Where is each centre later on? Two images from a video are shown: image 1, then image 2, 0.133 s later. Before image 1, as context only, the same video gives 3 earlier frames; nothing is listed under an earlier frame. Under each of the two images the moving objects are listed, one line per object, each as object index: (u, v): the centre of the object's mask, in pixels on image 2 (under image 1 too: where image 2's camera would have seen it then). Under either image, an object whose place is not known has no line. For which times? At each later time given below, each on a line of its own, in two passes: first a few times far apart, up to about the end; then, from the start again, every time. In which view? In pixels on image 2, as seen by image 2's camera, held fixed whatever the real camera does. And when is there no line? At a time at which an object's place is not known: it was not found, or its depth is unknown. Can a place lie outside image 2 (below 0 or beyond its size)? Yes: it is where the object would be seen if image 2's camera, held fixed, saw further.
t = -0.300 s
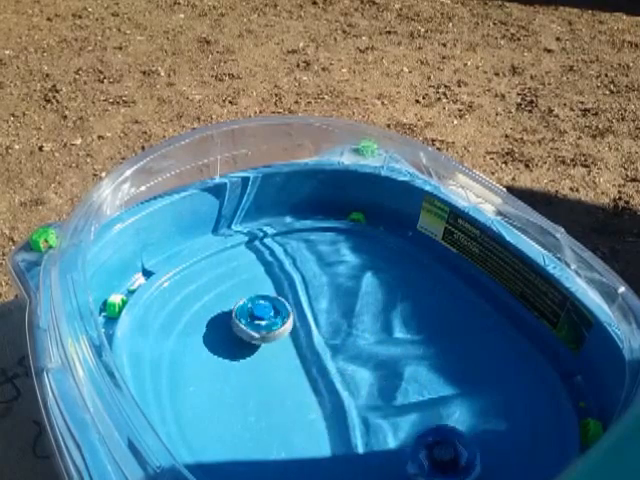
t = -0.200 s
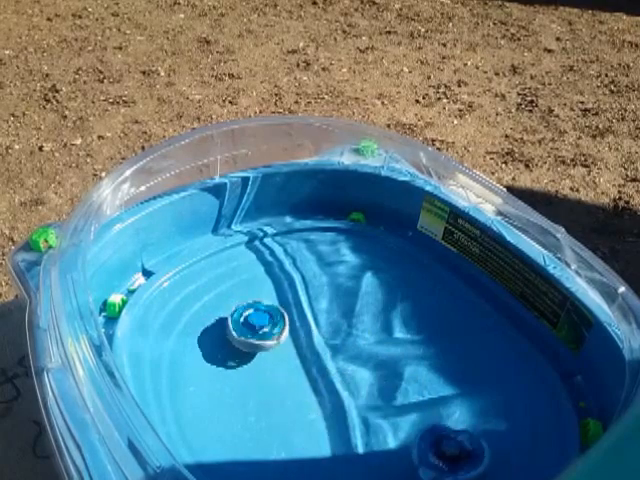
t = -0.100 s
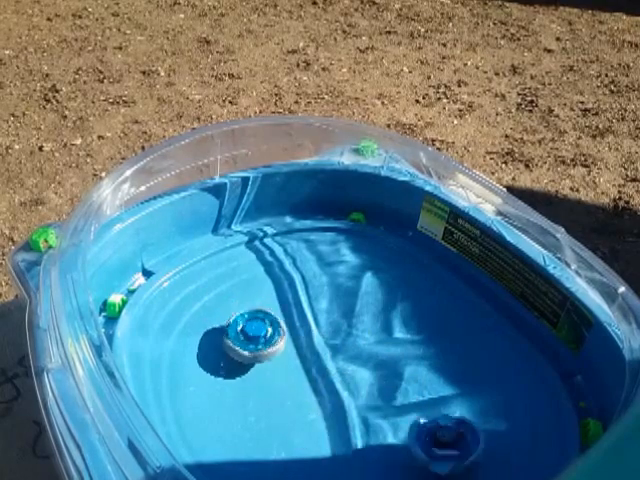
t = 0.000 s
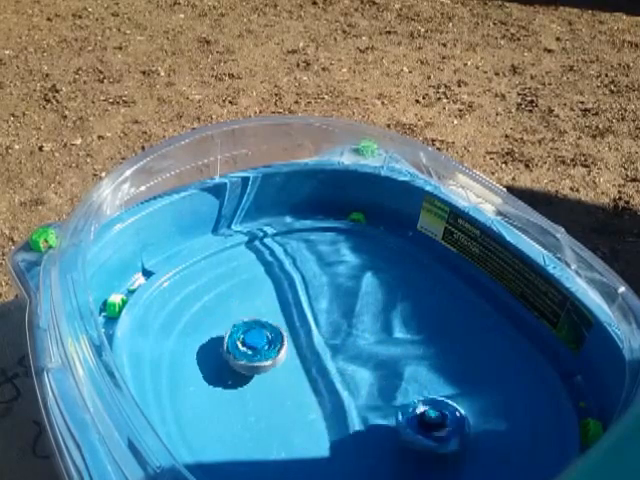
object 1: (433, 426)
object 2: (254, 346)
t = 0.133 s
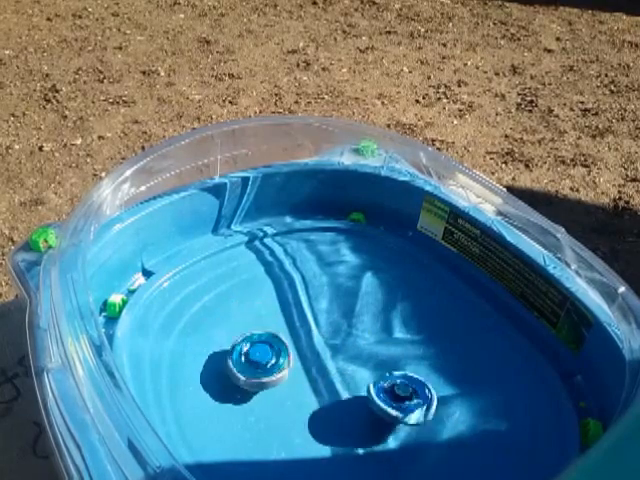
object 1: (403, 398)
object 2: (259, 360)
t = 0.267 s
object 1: (371, 372)
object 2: (267, 375)
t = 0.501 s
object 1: (324, 329)
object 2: (283, 399)
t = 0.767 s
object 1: (302, 311)
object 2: (302, 421)
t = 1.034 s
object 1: (314, 340)
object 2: (319, 436)
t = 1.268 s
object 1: (348, 383)
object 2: (333, 439)
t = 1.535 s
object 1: (399, 351)
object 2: (327, 461)
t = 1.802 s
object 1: (392, 371)
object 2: (343, 453)
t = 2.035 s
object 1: (364, 364)
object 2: (354, 450)
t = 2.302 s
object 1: (348, 324)
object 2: (379, 443)
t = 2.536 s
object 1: (350, 319)
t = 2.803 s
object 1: (342, 353)
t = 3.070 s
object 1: (315, 391)
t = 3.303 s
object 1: (286, 406)
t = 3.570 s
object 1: (294, 401)
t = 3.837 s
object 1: (341, 395)
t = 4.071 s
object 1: (355, 421)
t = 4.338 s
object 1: (365, 422)
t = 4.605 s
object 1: (366, 413)
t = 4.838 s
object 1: (370, 408)
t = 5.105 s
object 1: (371, 399)
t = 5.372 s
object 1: (372, 380)
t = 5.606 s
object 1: (373, 383)
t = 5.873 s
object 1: (357, 405)
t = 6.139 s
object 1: (352, 403)
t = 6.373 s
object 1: (357, 416)
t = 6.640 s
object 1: (362, 405)
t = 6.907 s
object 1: (381, 409)
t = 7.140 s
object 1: (377, 402)
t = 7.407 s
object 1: (360, 392)
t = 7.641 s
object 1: (358, 390)
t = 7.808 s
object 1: (374, 405)
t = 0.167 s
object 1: (393, 391)
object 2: (260, 364)
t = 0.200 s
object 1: (383, 384)
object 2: (262, 368)
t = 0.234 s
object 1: (377, 378)
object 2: (264, 372)
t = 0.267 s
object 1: (371, 372)
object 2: (267, 375)
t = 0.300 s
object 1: (361, 365)
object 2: (270, 378)
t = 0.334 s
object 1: (353, 358)
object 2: (272, 382)
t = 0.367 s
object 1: (348, 352)
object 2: (274, 385)
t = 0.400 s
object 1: (342, 347)
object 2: (276, 389)
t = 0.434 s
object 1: (335, 340)
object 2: (279, 392)
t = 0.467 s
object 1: (327, 334)
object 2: (281, 395)
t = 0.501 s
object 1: (324, 329)
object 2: (283, 399)
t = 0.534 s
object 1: (321, 325)
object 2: (286, 402)
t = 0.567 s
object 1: (315, 322)
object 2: (288, 405)
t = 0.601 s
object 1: (311, 318)
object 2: (291, 407)
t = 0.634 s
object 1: (309, 315)
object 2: (293, 410)
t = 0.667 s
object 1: (307, 314)
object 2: (295, 412)
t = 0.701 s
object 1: (305, 313)
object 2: (298, 415)
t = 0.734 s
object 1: (302, 311)
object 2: (300, 418)
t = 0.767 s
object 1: (302, 311)
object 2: (302, 421)
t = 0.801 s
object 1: (304, 313)
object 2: (304, 423)
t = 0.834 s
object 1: (303, 315)
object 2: (307, 424)
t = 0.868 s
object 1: (303, 318)
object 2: (309, 427)
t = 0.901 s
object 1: (304, 320)
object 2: (311, 428)
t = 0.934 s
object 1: (308, 325)
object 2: (312, 430)
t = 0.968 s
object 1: (310, 330)
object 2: (315, 433)
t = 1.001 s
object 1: (310, 335)
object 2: (317, 433)
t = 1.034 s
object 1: (314, 340)
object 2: (319, 436)
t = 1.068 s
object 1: (320, 347)
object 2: (321, 436)
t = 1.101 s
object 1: (323, 356)
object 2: (323, 437)
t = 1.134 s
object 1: (327, 362)
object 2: (326, 436)
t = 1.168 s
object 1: (331, 367)
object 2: (328, 436)
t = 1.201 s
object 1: (338, 375)
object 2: (332, 435)
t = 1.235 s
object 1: (343, 381)
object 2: (332, 436)
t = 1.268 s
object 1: (348, 383)
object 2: (333, 439)
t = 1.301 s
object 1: (362, 372)
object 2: (322, 453)
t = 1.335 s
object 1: (374, 362)
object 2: (318, 458)
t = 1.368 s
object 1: (382, 356)
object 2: (317, 459)
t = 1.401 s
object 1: (386, 352)
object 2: (319, 460)
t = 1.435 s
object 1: (390, 352)
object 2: (322, 461)
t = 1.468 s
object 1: (393, 351)
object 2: (324, 461)
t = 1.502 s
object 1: (396, 351)
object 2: (324, 461)
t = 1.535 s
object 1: (399, 351)
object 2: (327, 461)
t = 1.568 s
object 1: (400, 354)
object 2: (327, 461)
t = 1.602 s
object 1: (401, 355)
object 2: (330, 461)
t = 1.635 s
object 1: (401, 358)
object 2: (331, 460)
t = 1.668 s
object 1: (401, 359)
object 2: (333, 459)
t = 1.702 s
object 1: (399, 363)
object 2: (335, 458)
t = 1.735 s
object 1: (397, 365)
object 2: (338, 456)
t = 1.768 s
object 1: (395, 368)
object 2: (340, 455)
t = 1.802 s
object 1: (392, 371)
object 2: (343, 453)
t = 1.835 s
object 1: (387, 373)
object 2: (347, 450)
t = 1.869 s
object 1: (383, 376)
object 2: (349, 447)
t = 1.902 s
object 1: (377, 378)
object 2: (351, 445)
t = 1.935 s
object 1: (372, 381)
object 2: (354, 442)
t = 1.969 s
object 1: (366, 382)
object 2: (358, 439)
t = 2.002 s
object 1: (364, 377)
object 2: (356, 445)
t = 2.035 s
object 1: (364, 364)
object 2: (354, 450)
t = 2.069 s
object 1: (365, 356)
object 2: (353, 451)
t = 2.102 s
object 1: (362, 351)
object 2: (355, 450)
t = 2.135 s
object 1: (360, 347)
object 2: (359, 449)
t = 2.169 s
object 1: (357, 342)
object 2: (364, 447)
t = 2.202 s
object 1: (355, 336)
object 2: (368, 446)
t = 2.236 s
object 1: (351, 331)
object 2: (371, 444)
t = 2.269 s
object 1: (350, 326)
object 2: (376, 444)
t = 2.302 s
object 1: (348, 324)
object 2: (379, 443)
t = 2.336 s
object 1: (347, 321)
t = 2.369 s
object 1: (348, 320)
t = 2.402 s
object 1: (347, 318)
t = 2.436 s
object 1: (348, 317)
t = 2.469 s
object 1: (349, 317)
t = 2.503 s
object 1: (349, 317)
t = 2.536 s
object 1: (350, 319)
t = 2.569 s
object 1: (350, 320)
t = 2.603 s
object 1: (349, 323)
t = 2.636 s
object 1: (348, 327)
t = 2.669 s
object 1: (347, 331)
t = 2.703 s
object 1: (345, 336)
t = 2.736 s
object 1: (345, 341)
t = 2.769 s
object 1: (343, 347)
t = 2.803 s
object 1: (342, 353)
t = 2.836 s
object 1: (341, 359)
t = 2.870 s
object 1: (340, 363)
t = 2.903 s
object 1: (337, 368)
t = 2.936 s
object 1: (334, 373)
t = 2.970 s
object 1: (330, 378)
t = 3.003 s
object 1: (325, 382)
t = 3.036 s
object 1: (320, 387)
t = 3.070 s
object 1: (315, 391)
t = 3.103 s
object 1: (311, 395)
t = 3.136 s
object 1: (306, 398)
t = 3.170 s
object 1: (302, 401)
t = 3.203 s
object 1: (298, 404)
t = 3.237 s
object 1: (295, 405)
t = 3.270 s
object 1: (291, 406)
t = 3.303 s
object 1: (286, 406)
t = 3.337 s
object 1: (284, 407)
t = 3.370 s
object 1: (281, 407)
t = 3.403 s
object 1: (283, 406)
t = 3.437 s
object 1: (283, 407)
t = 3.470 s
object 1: (286, 405)
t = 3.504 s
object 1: (289, 404)
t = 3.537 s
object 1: (291, 402)
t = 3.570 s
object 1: (294, 401)
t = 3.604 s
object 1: (298, 400)
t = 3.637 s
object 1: (304, 400)
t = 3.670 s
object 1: (310, 398)
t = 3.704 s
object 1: (319, 397)
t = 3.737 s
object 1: (325, 396)
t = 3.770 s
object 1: (333, 394)
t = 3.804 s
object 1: (338, 394)
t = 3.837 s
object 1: (341, 395)
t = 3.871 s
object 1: (339, 400)
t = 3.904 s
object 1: (341, 404)
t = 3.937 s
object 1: (347, 407)
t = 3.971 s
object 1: (351, 411)
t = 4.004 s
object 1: (353, 413)
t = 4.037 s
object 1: (354, 417)
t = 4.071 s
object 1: (355, 421)
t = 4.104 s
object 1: (360, 423)
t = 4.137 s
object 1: (363, 424)
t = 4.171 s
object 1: (362, 425)
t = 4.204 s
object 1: (362, 426)
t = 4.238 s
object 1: (362, 428)
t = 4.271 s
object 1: (365, 428)
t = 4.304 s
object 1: (367, 426)
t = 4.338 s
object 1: (365, 422)
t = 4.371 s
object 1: (364, 422)
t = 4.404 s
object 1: (365, 421)
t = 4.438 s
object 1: (368, 420)
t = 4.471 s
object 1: (368, 415)
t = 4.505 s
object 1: (366, 411)
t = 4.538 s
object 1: (367, 410)
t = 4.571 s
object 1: (366, 414)
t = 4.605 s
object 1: (366, 413)
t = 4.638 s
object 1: (366, 410)
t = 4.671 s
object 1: (364, 409)
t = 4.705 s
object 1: (367, 408)
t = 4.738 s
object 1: (369, 404)
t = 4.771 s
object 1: (366, 401)
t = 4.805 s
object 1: (368, 402)
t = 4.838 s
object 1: (370, 408)
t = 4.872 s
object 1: (369, 406)
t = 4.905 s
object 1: (367, 405)
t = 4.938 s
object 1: (372, 406)
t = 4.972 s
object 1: (373, 405)
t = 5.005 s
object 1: (370, 404)
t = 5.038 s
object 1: (371, 403)
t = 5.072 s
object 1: (373, 400)
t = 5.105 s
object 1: (371, 399)
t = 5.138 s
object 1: (371, 398)
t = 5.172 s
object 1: (373, 394)
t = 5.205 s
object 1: (371, 392)
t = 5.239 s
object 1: (371, 390)
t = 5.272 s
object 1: (372, 387)
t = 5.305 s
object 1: (370, 384)
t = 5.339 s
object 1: (371, 382)
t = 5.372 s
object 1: (372, 380)
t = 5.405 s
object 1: (371, 377)
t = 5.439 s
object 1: (373, 380)
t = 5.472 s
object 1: (372, 382)
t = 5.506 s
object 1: (372, 380)
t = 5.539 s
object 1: (373, 381)
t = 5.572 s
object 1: (376, 382)
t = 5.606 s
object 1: (373, 383)
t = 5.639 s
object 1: (370, 388)
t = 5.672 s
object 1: (371, 389)
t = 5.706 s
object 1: (369, 395)
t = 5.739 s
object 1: (370, 401)
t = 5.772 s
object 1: (366, 404)
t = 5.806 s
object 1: (362, 406)
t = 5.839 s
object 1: (361, 406)
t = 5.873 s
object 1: (357, 405)
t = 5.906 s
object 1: (358, 405)
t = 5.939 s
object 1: (354, 404)
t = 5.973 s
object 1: (351, 402)
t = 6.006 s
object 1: (347, 397)
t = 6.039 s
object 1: (346, 394)
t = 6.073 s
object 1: (349, 397)
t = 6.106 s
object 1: (346, 393)
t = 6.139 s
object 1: (352, 403)
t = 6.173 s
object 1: (354, 411)
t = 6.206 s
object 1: (351, 413)
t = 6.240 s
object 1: (355, 412)
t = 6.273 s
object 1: (354, 414)
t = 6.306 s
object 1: (358, 415)
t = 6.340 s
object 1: (355, 417)
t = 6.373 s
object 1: (357, 416)
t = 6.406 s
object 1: (356, 415)
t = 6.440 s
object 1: (357, 415)
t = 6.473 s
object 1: (354, 414)
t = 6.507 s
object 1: (355, 414)
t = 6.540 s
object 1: (359, 414)
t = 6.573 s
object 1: (358, 412)
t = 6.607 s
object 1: (360, 411)
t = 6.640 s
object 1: (362, 405)
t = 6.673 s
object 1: (366, 407)
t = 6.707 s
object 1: (369, 406)
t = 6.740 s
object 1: (372, 405)
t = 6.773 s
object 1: (375, 403)
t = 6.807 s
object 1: (379, 405)
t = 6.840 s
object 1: (381, 405)
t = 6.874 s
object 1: (381, 408)
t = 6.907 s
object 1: (381, 409)
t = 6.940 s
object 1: (383, 407)
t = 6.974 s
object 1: (381, 409)
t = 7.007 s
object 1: (380, 409)
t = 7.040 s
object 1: (378, 411)
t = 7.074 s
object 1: (376, 409)
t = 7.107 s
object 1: (377, 406)
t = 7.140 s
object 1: (377, 402)
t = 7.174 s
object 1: (372, 401)
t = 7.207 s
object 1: (369, 399)
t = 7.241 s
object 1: (366, 397)
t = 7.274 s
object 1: (370, 397)
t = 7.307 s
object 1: (368, 395)
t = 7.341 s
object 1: (365, 394)
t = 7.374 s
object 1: (362, 393)
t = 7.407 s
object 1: (360, 392)
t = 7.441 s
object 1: (358, 391)
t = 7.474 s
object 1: (357, 390)
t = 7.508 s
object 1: (357, 390)
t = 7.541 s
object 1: (358, 390)
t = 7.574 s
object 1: (357, 390)
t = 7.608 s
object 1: (358, 390)
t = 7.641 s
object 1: (358, 390)
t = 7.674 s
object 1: (361, 391)
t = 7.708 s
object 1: (366, 393)
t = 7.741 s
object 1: (370, 396)
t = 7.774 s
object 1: (373, 400)
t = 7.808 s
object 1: (374, 405)
